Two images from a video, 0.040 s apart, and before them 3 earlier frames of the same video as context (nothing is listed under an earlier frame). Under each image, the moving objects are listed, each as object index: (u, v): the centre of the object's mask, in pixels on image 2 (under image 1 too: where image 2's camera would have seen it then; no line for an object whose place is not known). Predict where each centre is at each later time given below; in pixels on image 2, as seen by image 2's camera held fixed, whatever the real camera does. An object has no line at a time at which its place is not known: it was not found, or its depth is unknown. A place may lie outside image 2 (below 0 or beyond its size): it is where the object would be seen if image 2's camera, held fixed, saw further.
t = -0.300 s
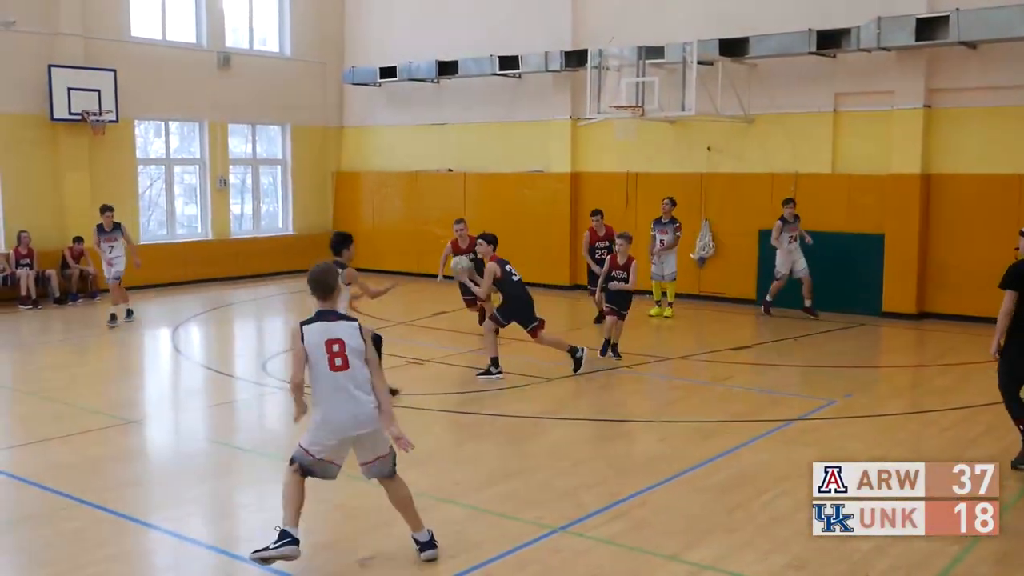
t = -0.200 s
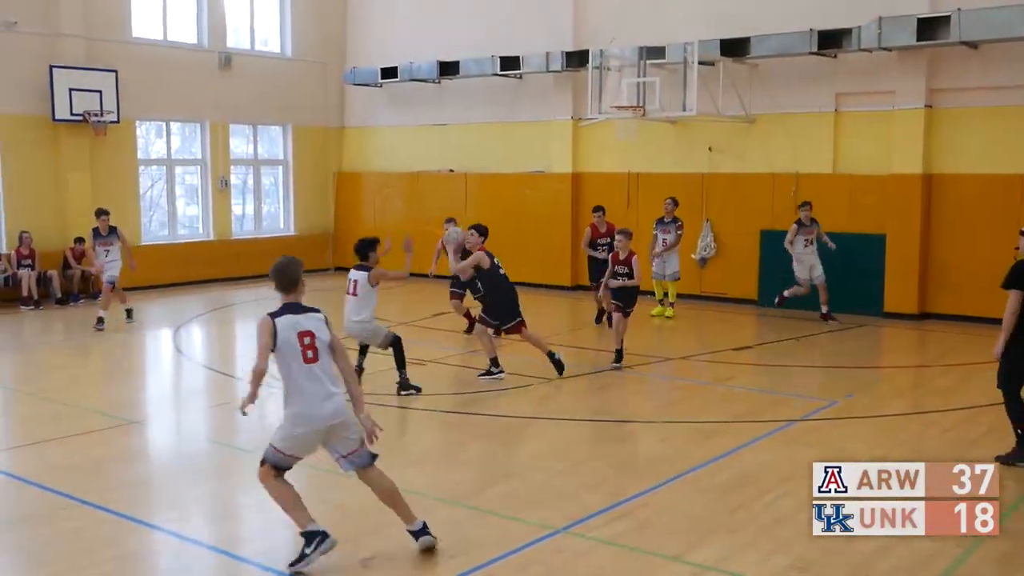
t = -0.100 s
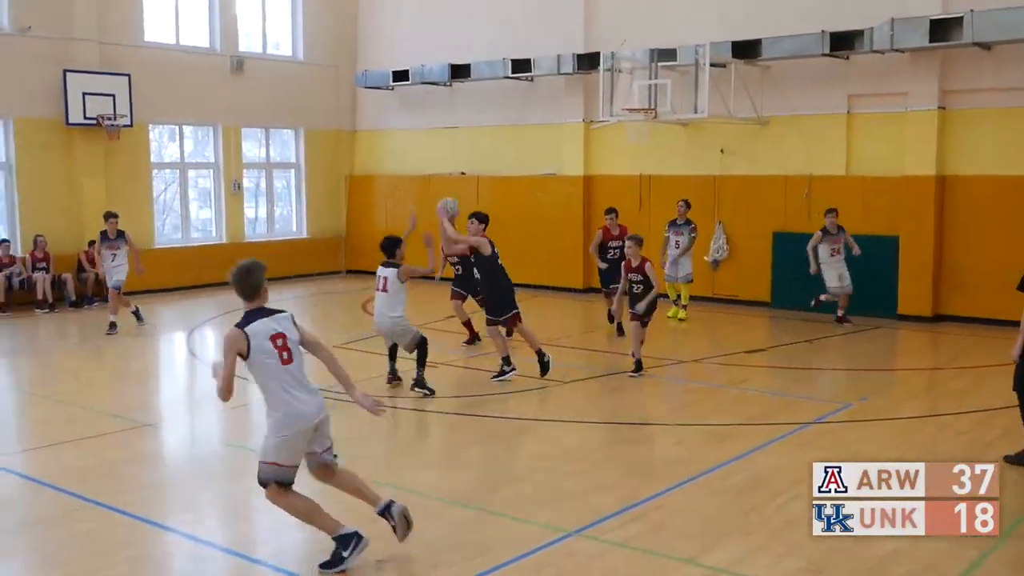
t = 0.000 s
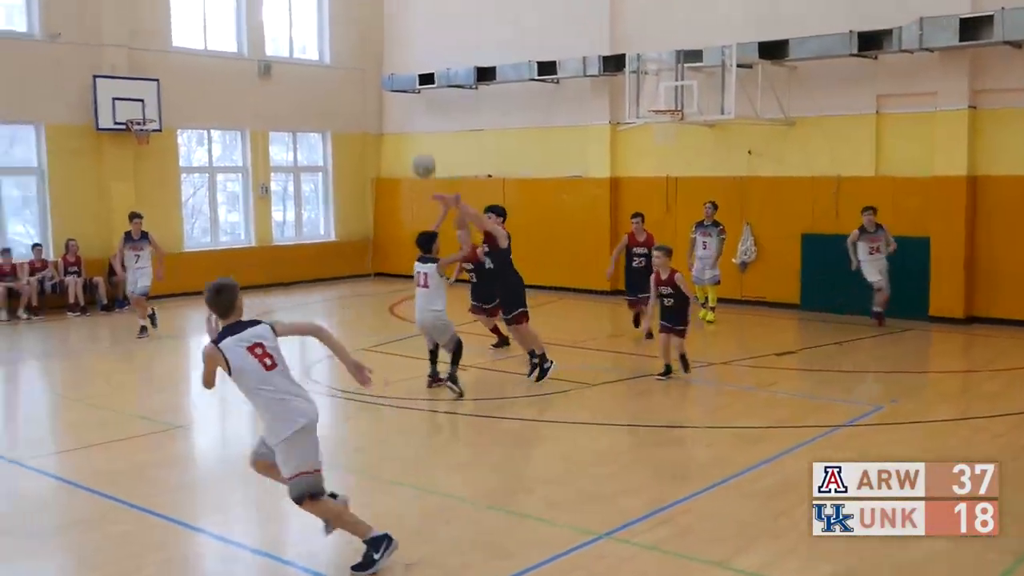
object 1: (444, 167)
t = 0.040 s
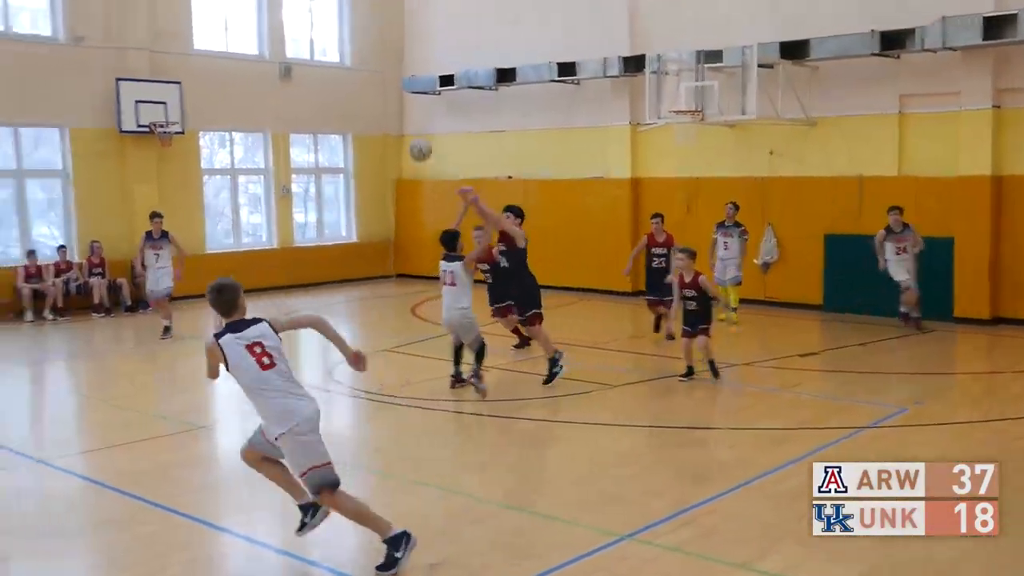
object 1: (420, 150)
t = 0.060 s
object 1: (408, 142)
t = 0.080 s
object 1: (396, 132)
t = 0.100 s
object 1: (386, 125)
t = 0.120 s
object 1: (373, 117)
